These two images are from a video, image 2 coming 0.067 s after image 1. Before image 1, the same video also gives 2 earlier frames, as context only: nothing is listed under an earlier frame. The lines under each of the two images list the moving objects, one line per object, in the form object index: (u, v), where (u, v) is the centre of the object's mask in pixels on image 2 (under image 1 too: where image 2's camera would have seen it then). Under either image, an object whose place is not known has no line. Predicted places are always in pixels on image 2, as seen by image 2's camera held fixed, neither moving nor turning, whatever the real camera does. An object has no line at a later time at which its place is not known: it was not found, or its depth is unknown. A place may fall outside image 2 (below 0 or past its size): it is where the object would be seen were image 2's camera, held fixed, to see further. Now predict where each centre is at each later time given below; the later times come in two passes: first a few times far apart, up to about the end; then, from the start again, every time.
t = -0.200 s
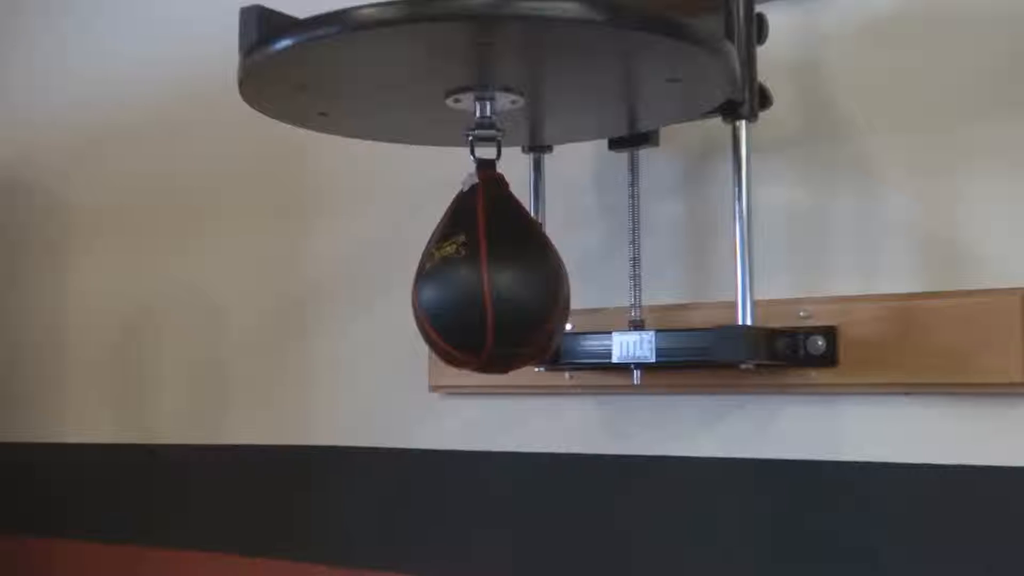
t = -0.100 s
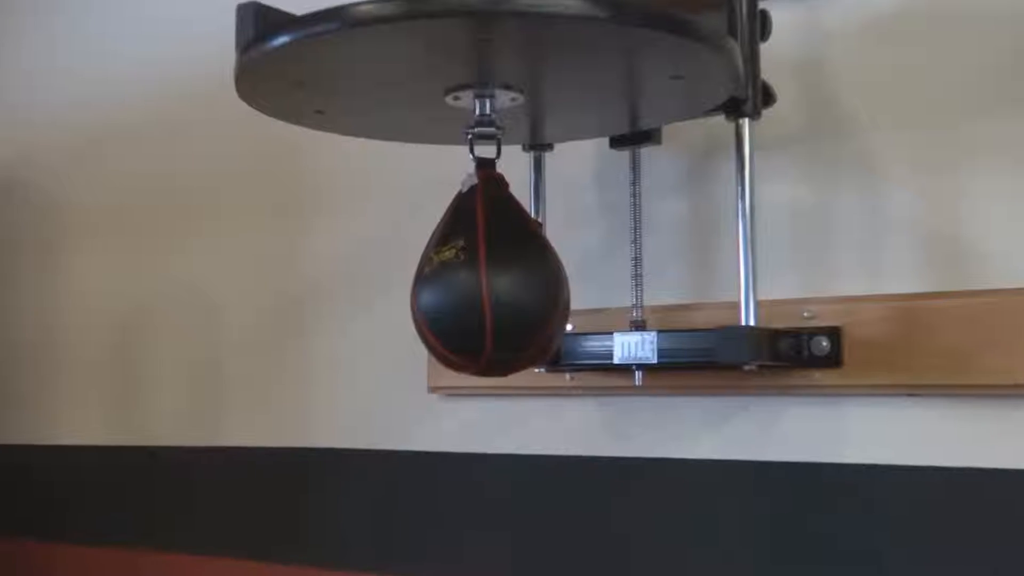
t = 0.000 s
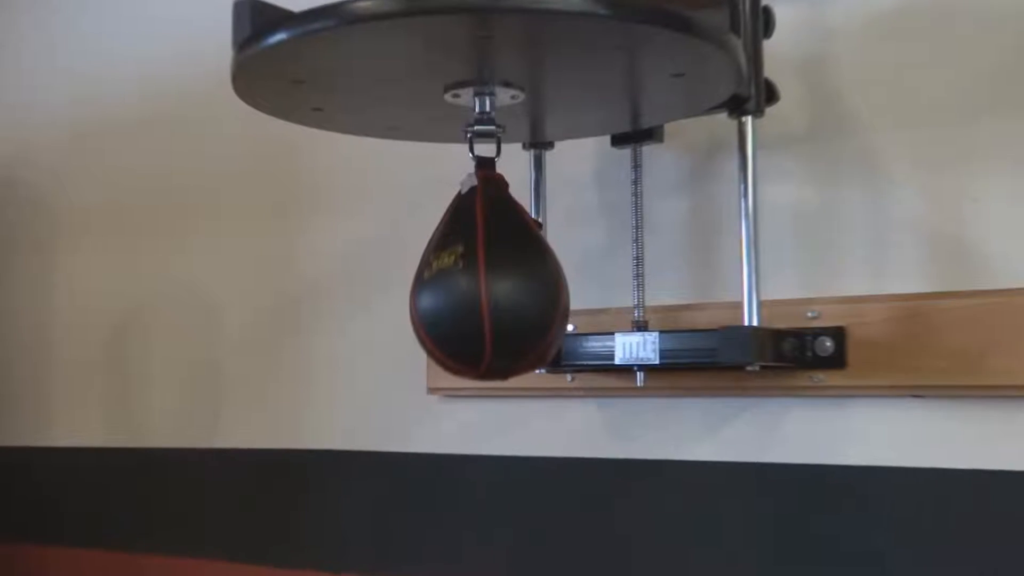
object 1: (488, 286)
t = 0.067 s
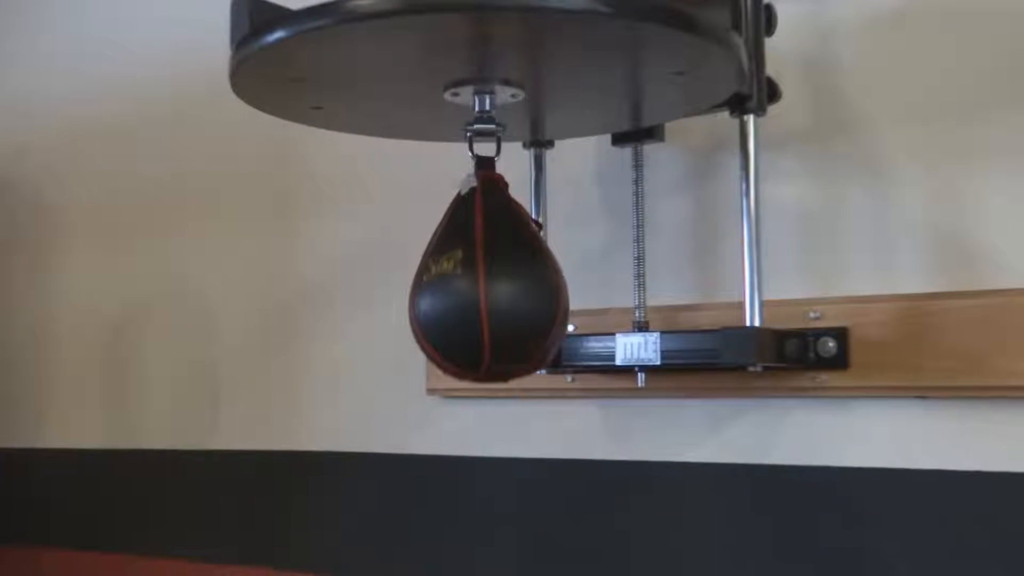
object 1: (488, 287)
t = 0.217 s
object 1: (487, 290)
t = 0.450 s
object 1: (484, 292)
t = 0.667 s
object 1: (482, 290)
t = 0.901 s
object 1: (480, 287)
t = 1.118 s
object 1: (481, 287)
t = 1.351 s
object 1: (481, 289)
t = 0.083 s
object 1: (488, 288)
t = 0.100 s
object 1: (488, 288)
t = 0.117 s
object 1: (488, 288)
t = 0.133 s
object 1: (487, 289)
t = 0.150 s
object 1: (487, 289)
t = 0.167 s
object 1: (487, 289)
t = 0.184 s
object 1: (487, 290)
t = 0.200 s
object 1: (487, 290)
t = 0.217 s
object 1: (487, 290)
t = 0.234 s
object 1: (486, 291)
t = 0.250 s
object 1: (486, 291)
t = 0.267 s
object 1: (486, 291)
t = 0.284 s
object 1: (486, 291)
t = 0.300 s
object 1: (486, 292)
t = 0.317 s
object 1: (486, 292)
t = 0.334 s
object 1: (485, 292)
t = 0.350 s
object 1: (485, 292)
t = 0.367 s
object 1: (485, 292)
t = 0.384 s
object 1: (485, 292)
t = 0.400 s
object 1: (484, 292)
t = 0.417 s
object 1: (484, 292)
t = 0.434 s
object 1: (484, 292)
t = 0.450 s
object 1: (484, 292)
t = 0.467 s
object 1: (484, 292)
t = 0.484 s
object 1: (483, 292)
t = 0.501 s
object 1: (483, 292)
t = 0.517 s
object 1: (483, 292)
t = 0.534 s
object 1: (483, 292)
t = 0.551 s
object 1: (483, 292)
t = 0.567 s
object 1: (482, 292)
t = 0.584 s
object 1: (482, 291)
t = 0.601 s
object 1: (482, 291)
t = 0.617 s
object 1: (482, 291)
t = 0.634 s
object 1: (482, 291)
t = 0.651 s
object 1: (482, 291)
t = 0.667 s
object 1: (482, 290)
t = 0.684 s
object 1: (482, 290)
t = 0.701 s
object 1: (482, 290)
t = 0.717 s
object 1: (481, 290)
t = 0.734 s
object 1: (481, 289)
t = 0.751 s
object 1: (481, 289)
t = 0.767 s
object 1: (481, 289)
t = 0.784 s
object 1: (481, 289)
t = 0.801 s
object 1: (481, 288)
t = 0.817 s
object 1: (481, 288)
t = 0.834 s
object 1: (481, 288)
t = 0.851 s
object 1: (481, 288)
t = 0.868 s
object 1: (481, 288)
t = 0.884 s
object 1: (481, 287)
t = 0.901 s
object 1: (480, 287)
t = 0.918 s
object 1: (481, 287)
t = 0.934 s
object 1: (480, 287)
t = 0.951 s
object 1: (480, 287)
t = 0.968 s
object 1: (480, 287)
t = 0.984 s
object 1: (480, 287)
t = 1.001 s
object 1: (480, 287)
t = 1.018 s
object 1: (480, 287)
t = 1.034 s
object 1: (480, 287)
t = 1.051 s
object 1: (480, 287)
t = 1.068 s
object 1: (480, 287)
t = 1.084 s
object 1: (481, 287)
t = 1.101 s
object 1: (481, 287)
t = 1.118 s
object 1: (481, 287)
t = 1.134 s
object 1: (481, 287)
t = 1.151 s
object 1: (481, 287)
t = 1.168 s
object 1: (481, 287)
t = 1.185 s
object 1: (481, 287)
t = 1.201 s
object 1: (481, 288)
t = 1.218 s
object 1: (481, 288)
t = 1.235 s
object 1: (481, 288)
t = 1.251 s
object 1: (481, 288)
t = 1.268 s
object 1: (481, 288)
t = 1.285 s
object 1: (481, 289)
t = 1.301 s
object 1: (481, 289)
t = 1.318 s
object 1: (481, 289)
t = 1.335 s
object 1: (481, 289)
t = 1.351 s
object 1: (481, 289)
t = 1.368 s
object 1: (481, 290)
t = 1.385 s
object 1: (482, 290)
